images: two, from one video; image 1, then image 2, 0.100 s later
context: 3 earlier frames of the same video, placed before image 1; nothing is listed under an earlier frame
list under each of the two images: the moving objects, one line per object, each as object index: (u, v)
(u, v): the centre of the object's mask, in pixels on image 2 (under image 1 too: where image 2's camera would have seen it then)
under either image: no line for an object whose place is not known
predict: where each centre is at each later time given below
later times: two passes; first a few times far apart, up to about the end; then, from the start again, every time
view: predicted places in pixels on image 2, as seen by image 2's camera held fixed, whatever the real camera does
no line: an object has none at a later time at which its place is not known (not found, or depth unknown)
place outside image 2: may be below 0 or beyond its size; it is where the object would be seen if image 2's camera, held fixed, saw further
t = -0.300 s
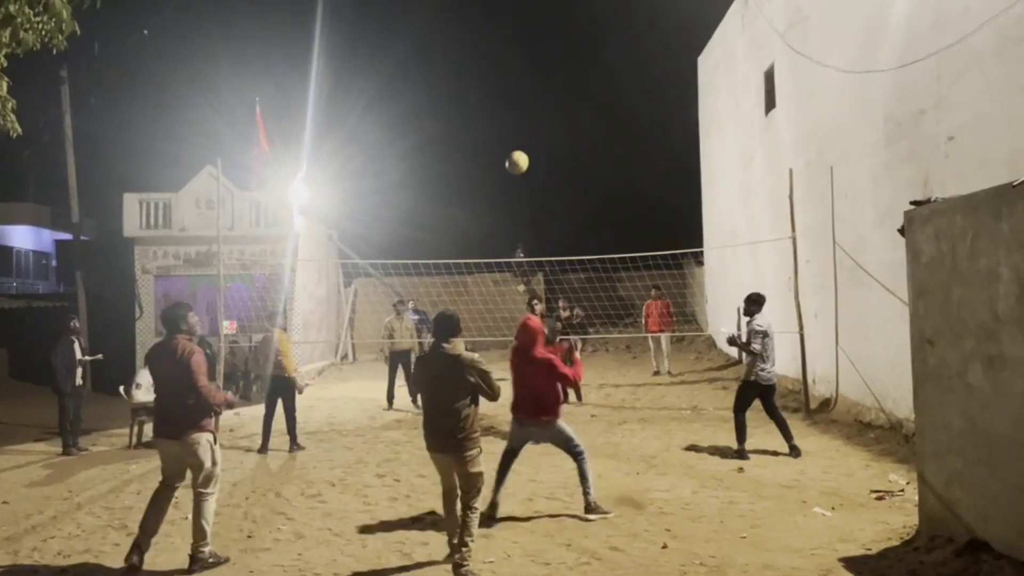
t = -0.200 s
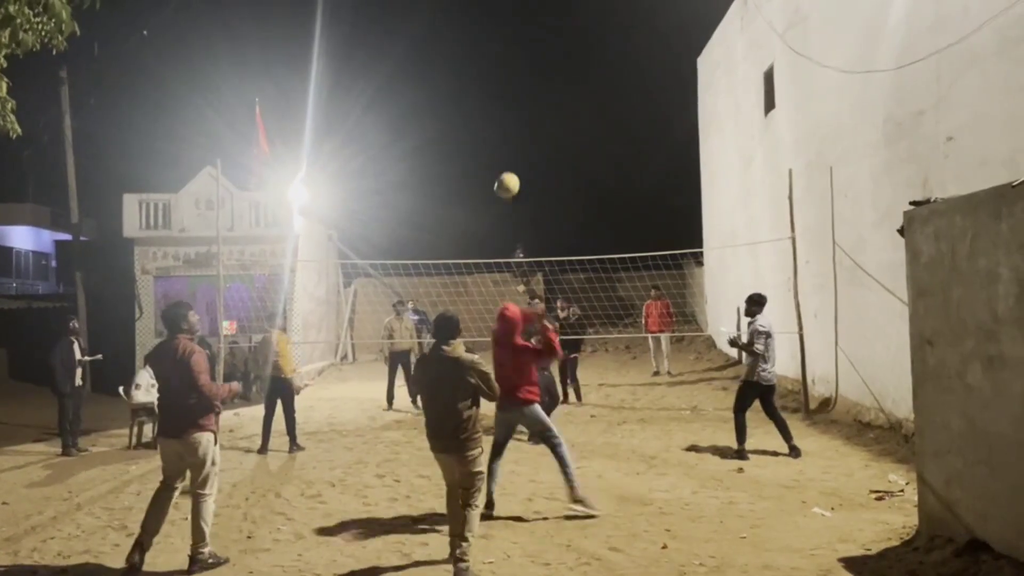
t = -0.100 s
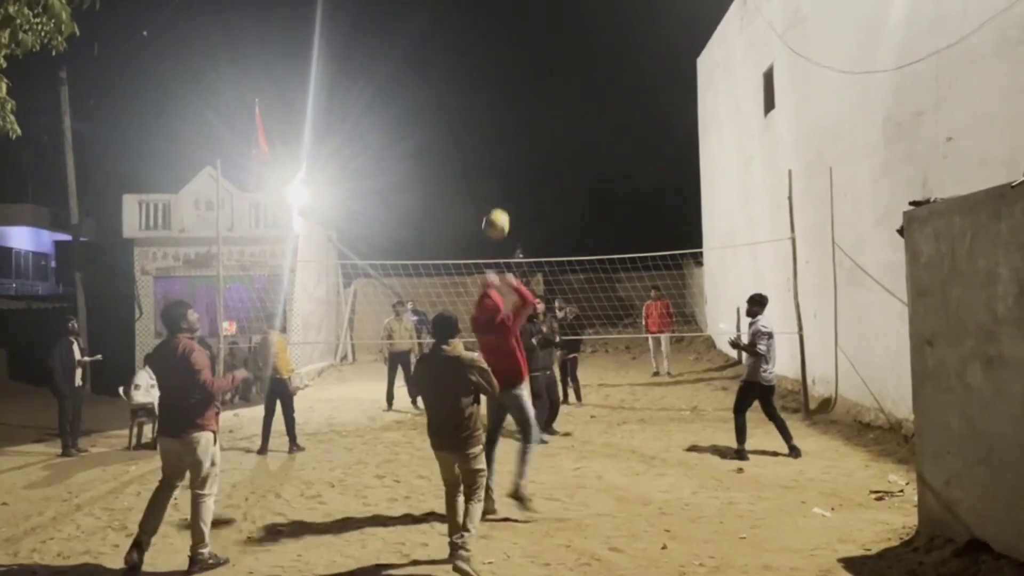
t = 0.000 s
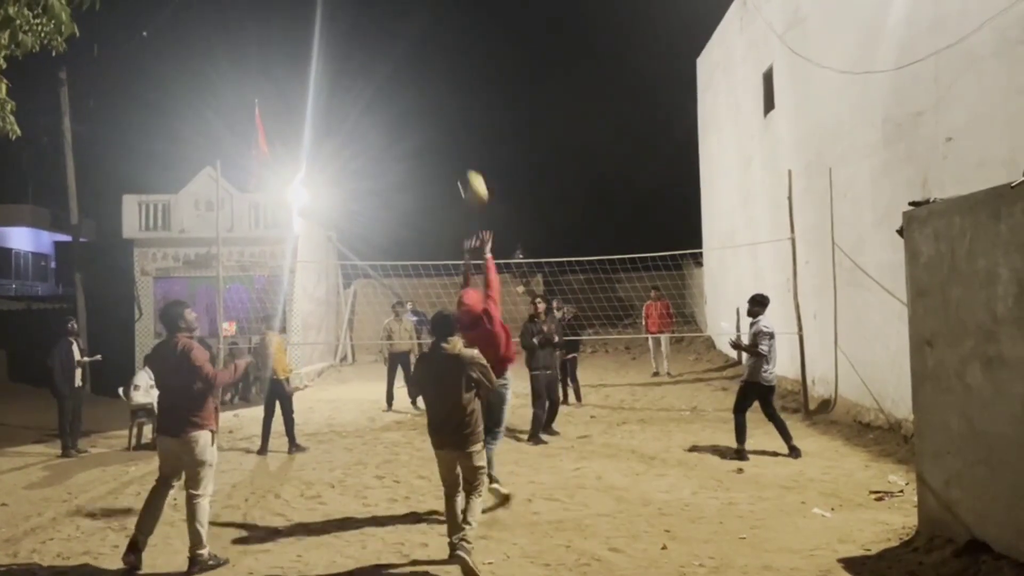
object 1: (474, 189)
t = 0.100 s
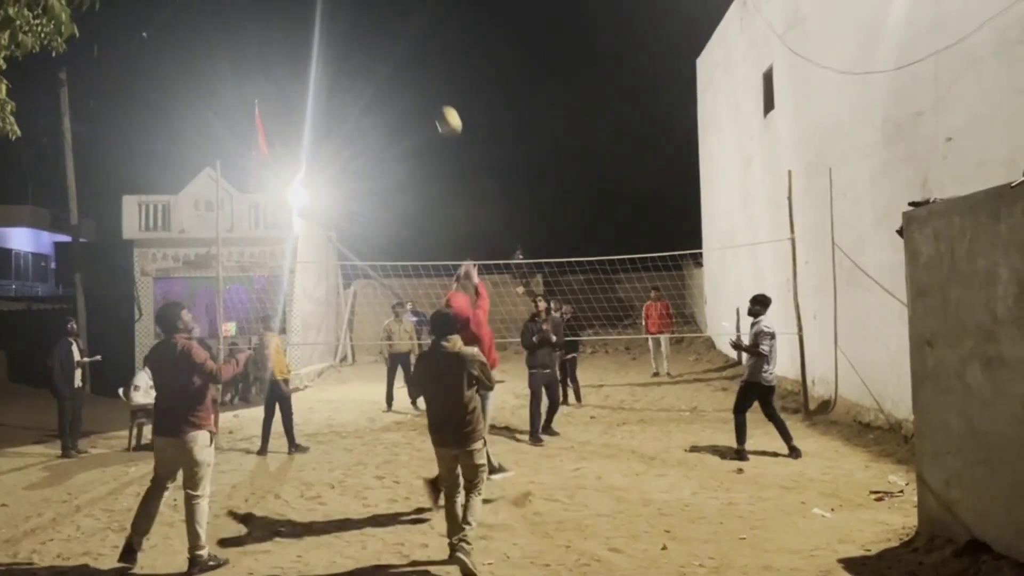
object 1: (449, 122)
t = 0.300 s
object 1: (414, 45)
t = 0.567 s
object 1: (383, 21)
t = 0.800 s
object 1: (363, 45)
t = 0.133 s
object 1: (442, 105)
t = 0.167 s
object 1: (436, 90)
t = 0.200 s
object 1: (430, 76)
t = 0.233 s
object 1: (424, 64)
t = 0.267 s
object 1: (419, 54)
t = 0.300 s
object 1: (414, 45)
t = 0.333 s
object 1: (409, 38)
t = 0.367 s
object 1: (405, 32)
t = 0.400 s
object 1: (402, 28)
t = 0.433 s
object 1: (397, 24)
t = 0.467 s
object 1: (394, 22)
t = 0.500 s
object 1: (390, 21)
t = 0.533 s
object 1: (387, 20)
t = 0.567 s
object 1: (383, 21)
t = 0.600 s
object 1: (379, 22)
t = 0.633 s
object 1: (376, 24)
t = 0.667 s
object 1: (373, 27)
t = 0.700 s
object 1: (370, 31)
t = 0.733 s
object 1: (368, 35)
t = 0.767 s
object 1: (365, 40)
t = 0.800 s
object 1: (363, 45)
